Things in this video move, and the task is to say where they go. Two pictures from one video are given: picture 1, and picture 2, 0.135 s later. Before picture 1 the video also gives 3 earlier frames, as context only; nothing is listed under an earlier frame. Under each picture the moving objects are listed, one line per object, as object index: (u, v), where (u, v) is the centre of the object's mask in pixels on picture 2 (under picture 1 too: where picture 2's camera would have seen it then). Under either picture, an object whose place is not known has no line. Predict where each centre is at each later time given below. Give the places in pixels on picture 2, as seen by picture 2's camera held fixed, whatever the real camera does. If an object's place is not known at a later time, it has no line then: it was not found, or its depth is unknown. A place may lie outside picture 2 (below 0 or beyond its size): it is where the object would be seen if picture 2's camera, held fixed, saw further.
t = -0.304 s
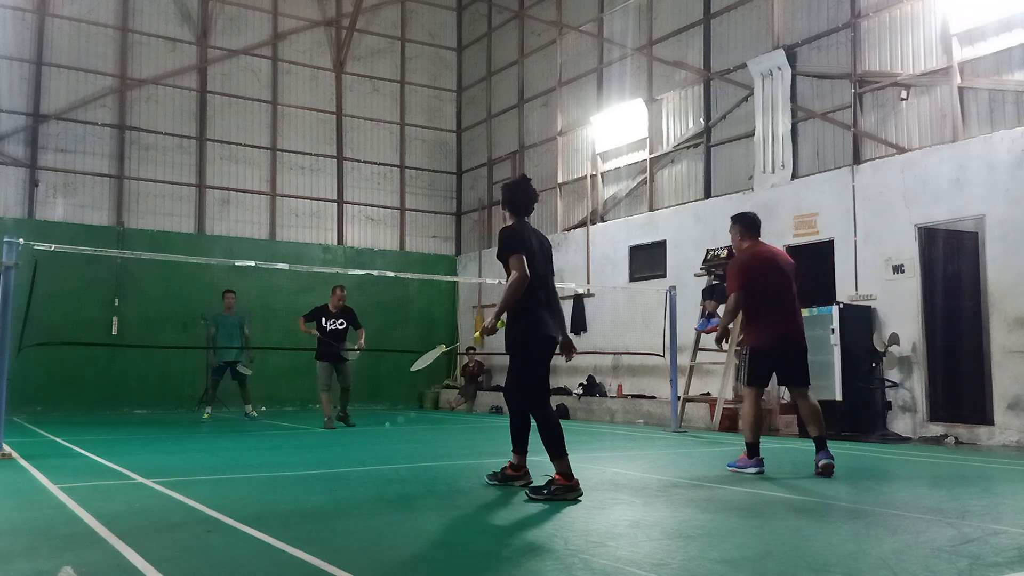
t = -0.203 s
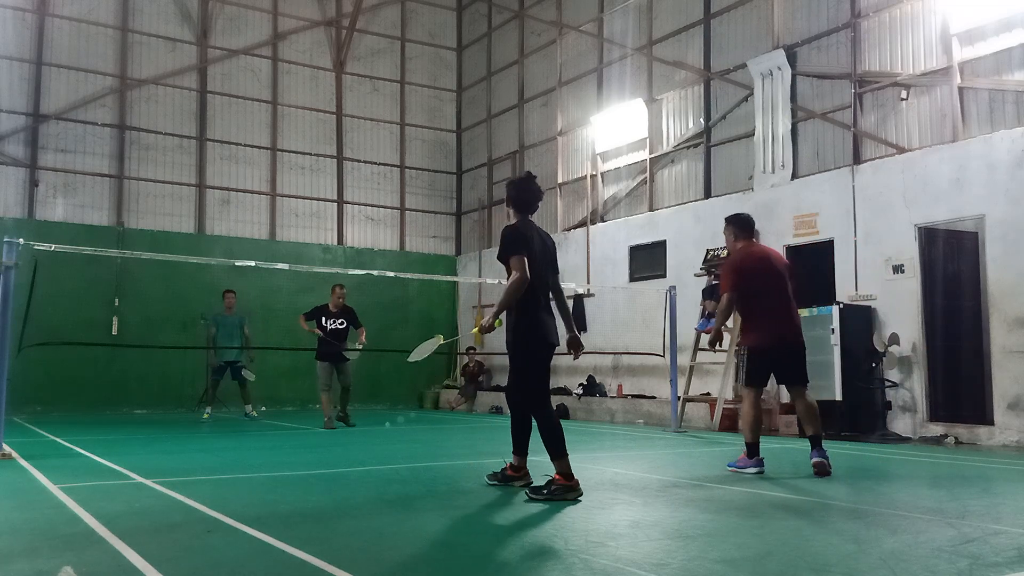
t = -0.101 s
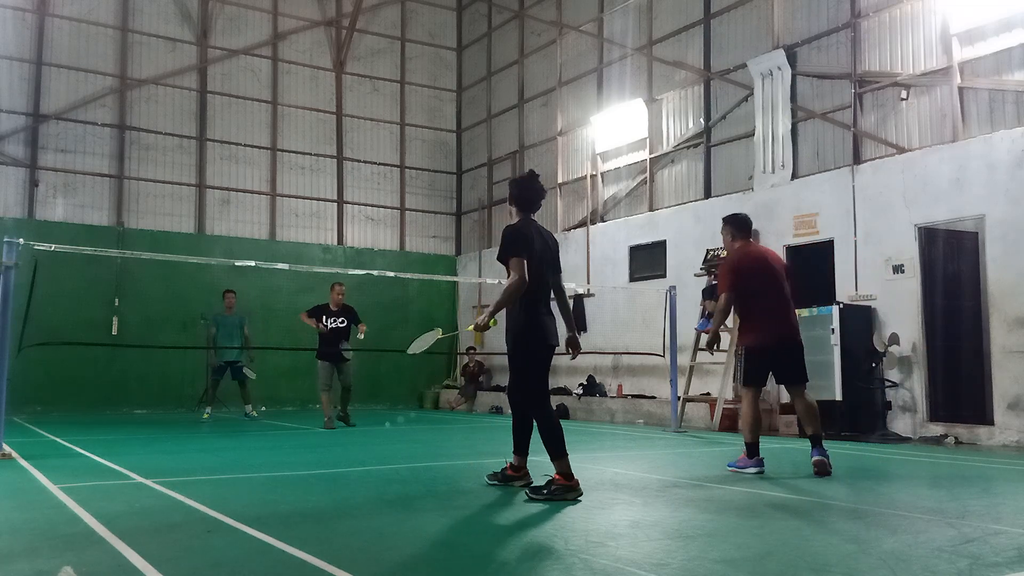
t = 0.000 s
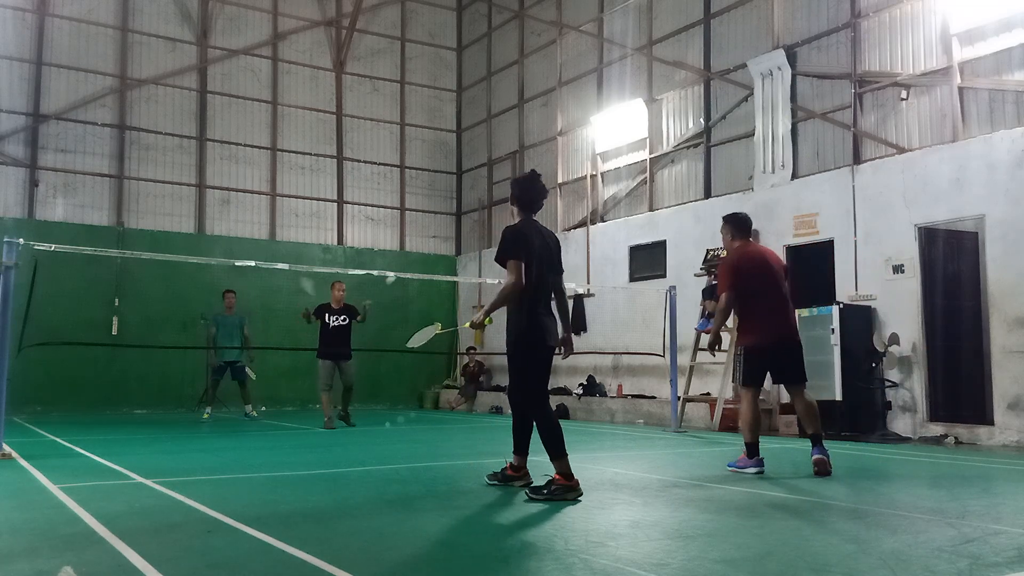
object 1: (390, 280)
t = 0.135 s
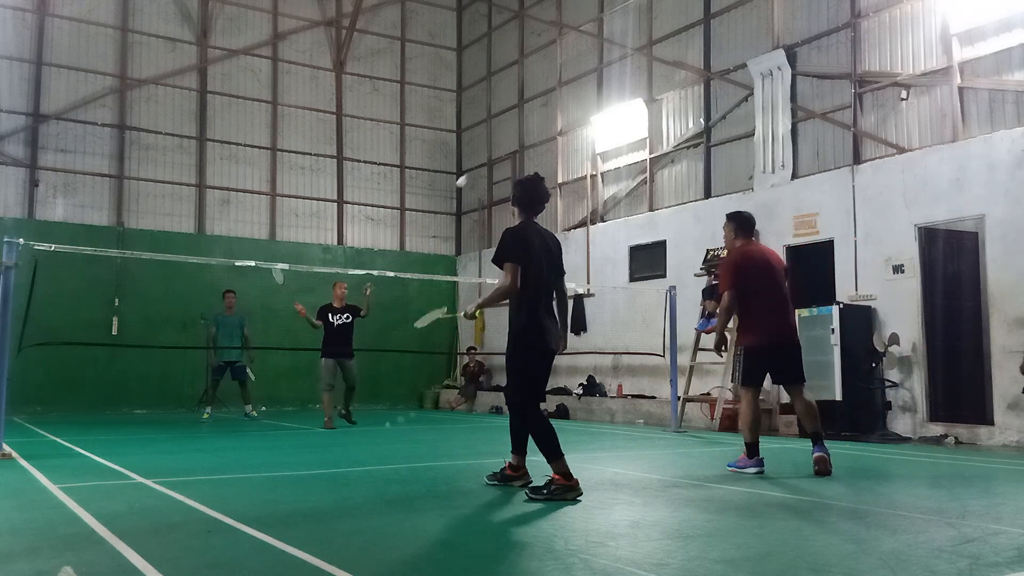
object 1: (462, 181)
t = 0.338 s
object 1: (553, 81)
